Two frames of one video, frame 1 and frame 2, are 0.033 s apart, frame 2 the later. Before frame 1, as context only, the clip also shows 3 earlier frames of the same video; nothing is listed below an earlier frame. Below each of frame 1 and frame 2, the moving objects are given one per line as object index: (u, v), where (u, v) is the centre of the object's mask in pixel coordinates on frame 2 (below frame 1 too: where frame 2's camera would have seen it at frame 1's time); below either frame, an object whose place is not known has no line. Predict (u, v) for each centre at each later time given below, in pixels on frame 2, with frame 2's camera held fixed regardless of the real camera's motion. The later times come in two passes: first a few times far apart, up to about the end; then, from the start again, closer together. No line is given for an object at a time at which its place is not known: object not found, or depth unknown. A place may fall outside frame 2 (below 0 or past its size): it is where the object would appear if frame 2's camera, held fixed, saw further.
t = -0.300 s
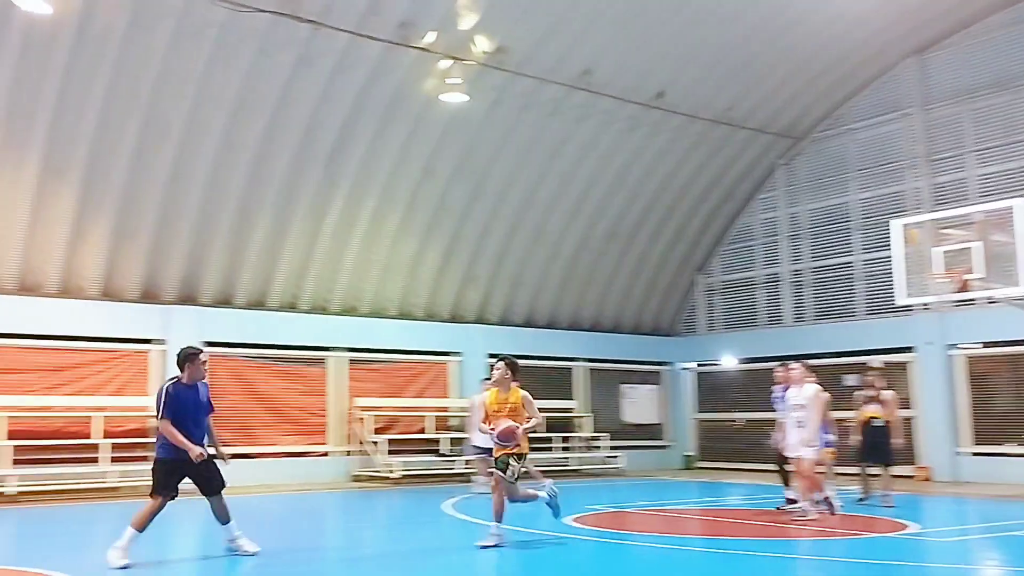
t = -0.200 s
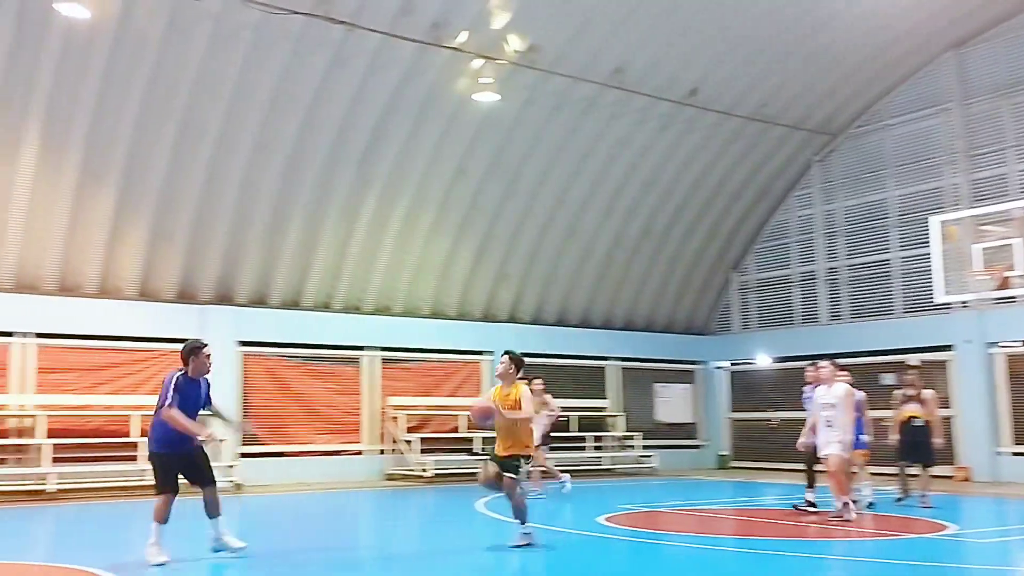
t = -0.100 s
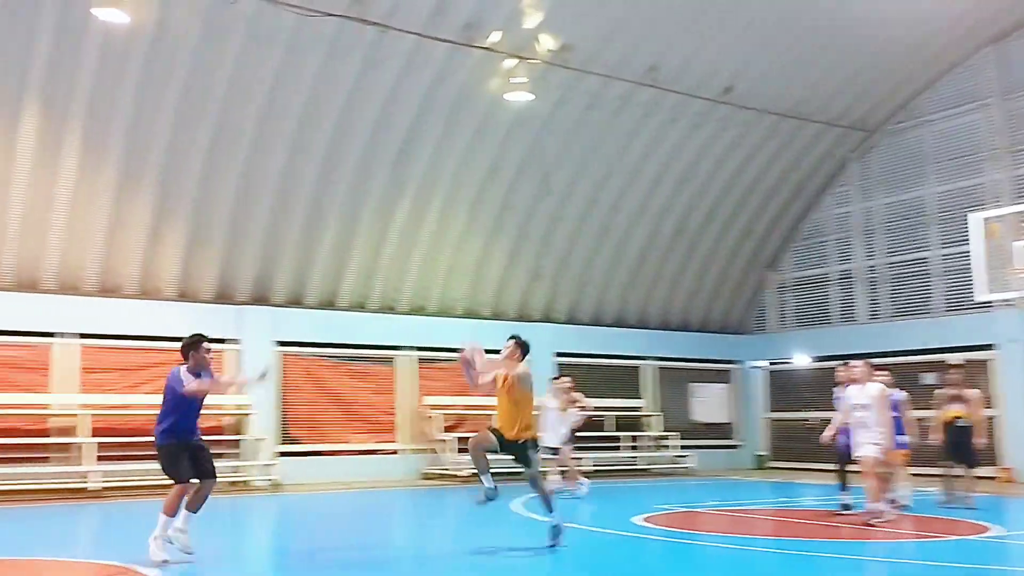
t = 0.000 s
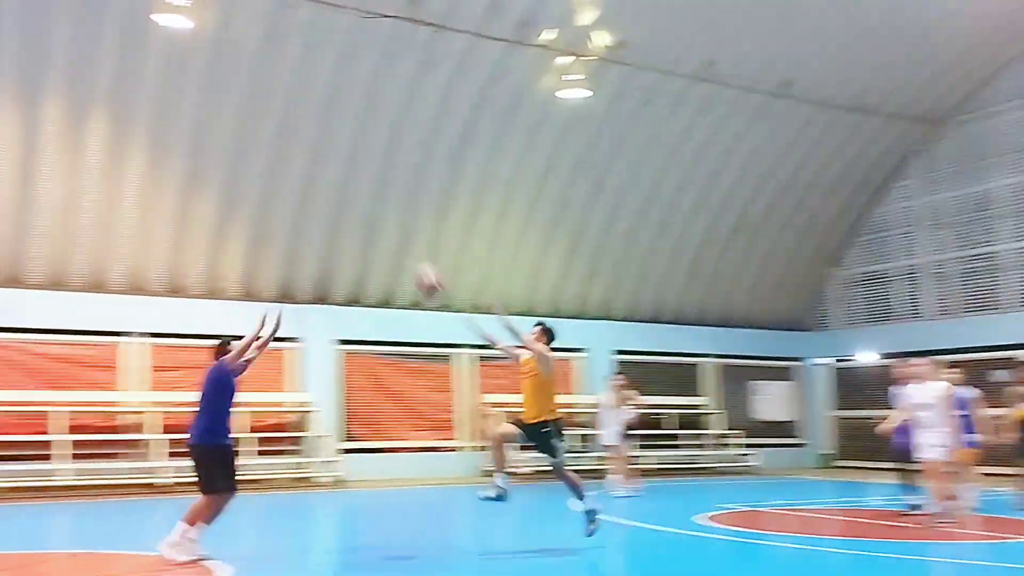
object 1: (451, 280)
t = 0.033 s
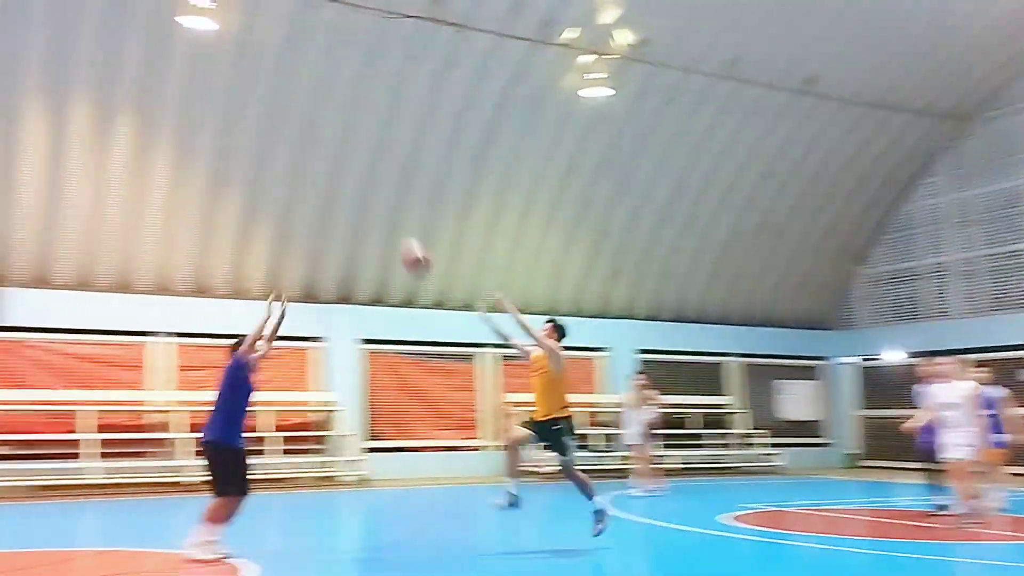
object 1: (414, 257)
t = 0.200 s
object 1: (223, 154)
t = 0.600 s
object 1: (-321, 21)
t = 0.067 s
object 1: (376, 233)
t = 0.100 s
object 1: (337, 213)
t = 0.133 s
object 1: (298, 193)
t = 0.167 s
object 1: (258, 172)
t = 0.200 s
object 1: (223, 154)
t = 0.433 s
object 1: (-80, 55)
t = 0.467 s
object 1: (-127, 46)
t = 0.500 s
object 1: (-174, 38)
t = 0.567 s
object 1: (-272, 25)
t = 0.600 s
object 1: (-321, 21)
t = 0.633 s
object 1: (-372, 18)
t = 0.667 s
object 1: (-426, 16)
